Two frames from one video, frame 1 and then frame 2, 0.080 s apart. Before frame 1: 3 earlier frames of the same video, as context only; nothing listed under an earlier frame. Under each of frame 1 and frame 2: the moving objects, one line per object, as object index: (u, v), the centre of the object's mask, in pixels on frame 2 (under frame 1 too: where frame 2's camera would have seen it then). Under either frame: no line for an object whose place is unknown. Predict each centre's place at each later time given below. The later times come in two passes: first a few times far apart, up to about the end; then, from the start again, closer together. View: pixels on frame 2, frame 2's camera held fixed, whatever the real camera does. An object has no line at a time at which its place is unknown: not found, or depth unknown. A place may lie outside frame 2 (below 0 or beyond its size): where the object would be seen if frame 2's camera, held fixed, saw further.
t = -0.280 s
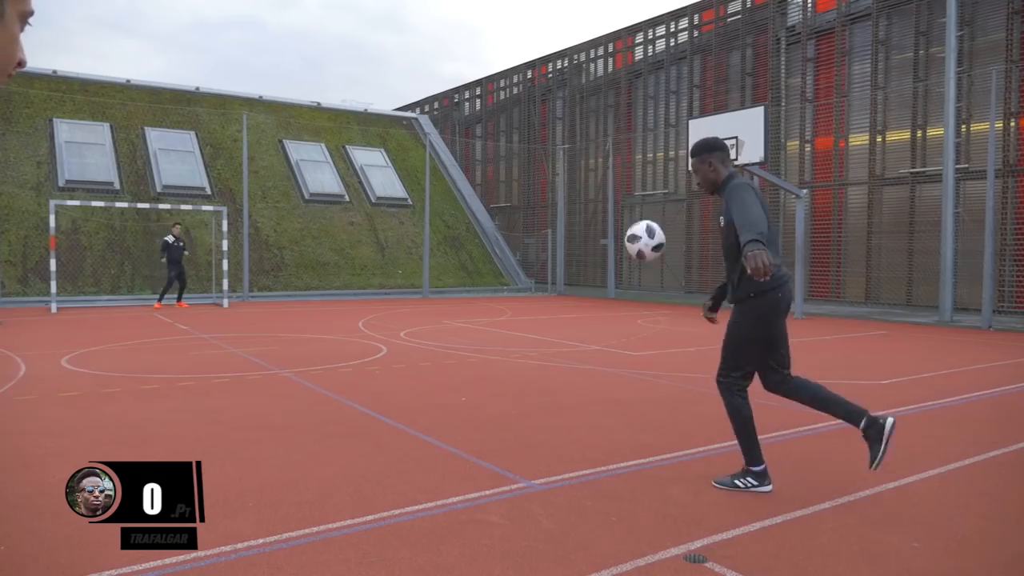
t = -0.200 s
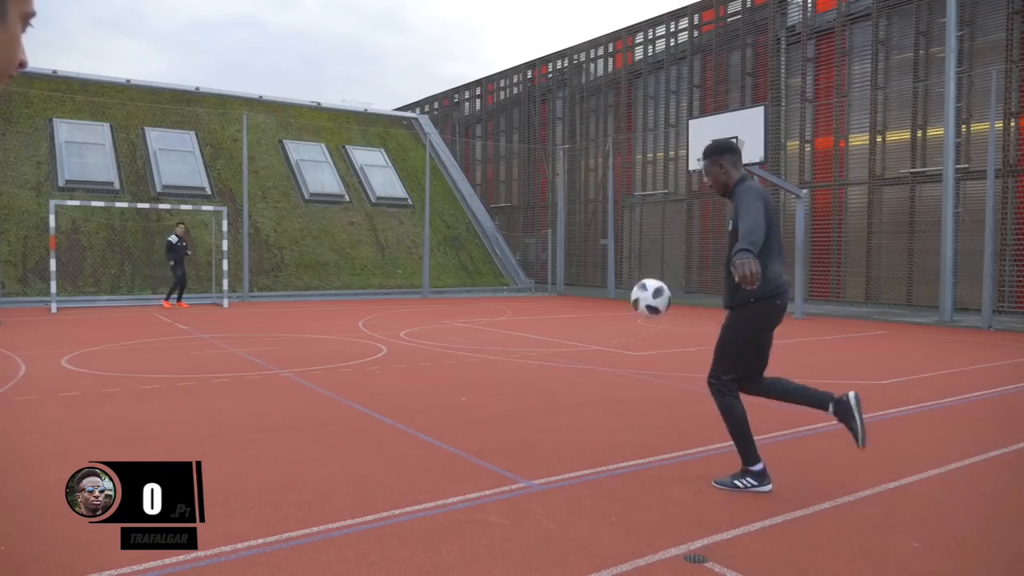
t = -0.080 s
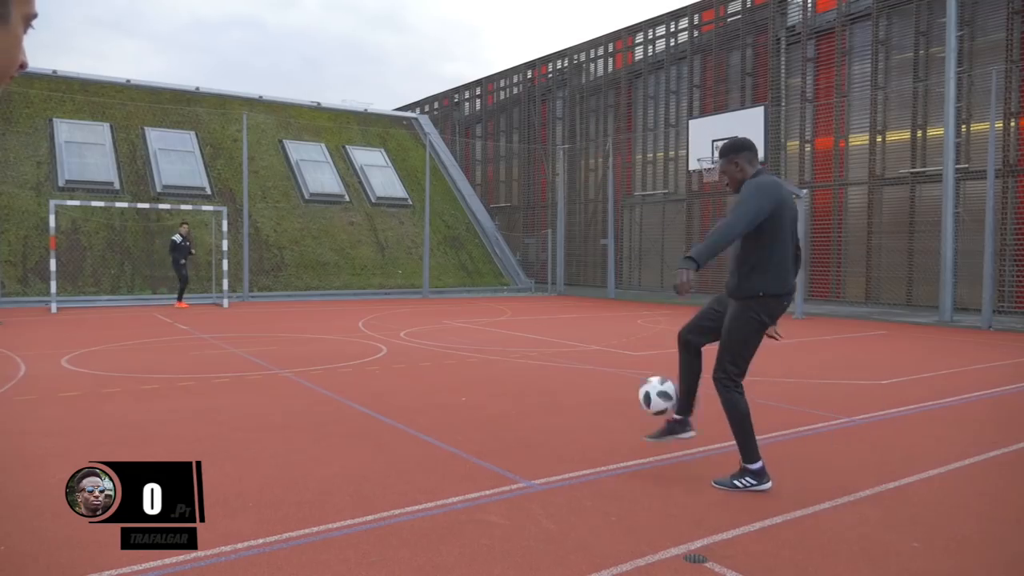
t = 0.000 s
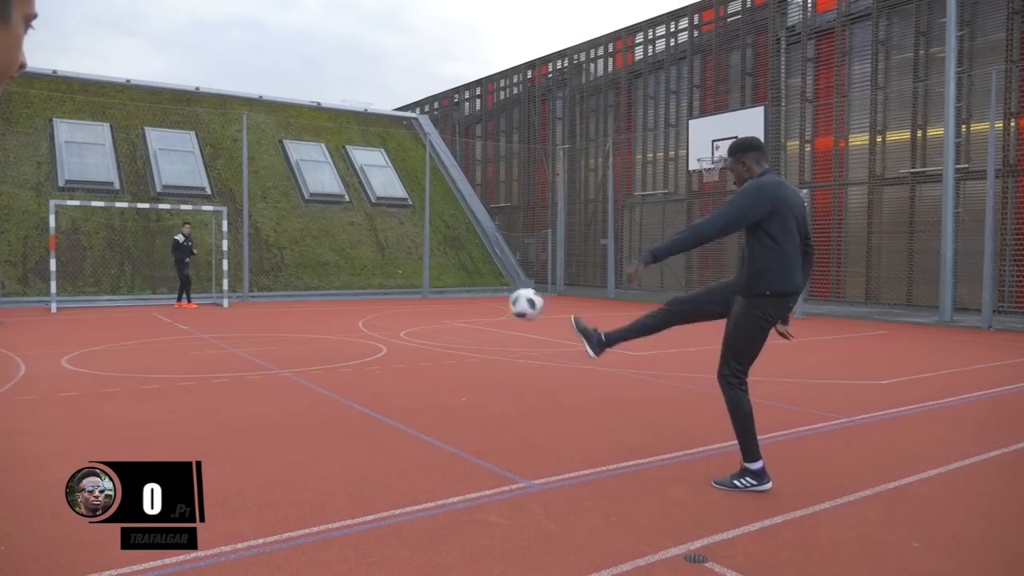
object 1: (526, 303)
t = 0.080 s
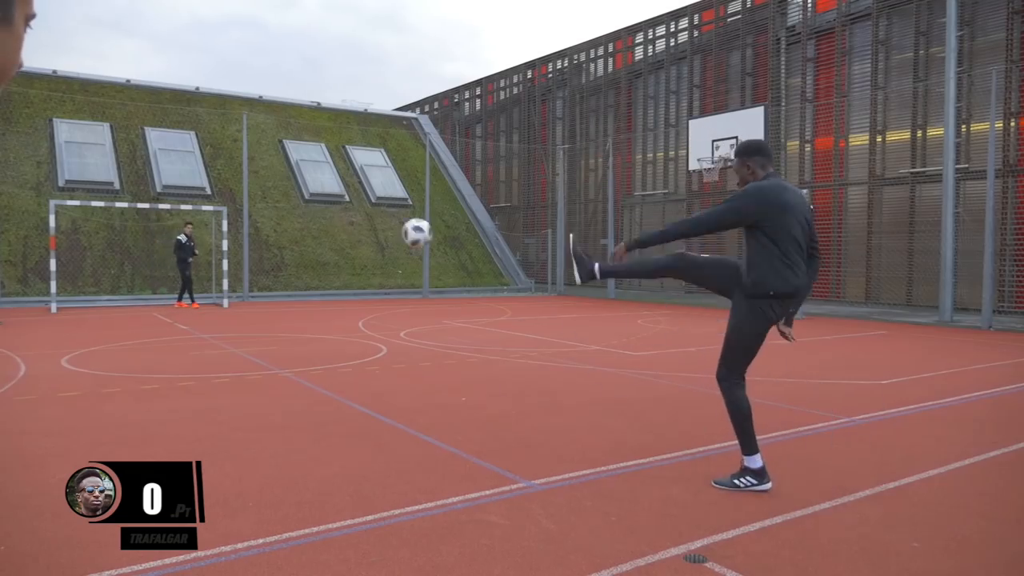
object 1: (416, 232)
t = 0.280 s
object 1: (249, 154)
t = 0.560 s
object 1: (126, 153)
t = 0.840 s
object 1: (66, 206)
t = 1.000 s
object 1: (44, 253)
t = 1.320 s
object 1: (22, 265)
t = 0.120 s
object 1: (381, 211)
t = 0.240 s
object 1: (282, 164)
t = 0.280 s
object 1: (249, 154)
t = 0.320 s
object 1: (229, 149)
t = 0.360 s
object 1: (204, 144)
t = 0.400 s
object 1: (188, 143)
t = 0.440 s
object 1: (174, 143)
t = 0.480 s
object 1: (154, 145)
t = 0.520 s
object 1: (142, 147)
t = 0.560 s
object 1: (126, 153)
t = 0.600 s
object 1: (117, 158)
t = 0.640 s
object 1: (108, 163)
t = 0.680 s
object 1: (96, 172)
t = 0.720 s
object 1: (88, 179)
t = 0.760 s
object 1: (78, 189)
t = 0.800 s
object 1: (73, 197)
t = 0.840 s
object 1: (66, 206)
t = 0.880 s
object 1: (58, 220)
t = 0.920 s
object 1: (55, 228)
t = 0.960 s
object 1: (48, 243)
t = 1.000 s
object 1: (44, 253)
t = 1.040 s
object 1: (40, 264)
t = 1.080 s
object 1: (35, 279)
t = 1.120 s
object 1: (32, 290)
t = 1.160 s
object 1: (28, 304)
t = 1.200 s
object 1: (26, 294)
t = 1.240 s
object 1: (25, 285)
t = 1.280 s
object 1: (22, 273)
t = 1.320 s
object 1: (22, 265)
